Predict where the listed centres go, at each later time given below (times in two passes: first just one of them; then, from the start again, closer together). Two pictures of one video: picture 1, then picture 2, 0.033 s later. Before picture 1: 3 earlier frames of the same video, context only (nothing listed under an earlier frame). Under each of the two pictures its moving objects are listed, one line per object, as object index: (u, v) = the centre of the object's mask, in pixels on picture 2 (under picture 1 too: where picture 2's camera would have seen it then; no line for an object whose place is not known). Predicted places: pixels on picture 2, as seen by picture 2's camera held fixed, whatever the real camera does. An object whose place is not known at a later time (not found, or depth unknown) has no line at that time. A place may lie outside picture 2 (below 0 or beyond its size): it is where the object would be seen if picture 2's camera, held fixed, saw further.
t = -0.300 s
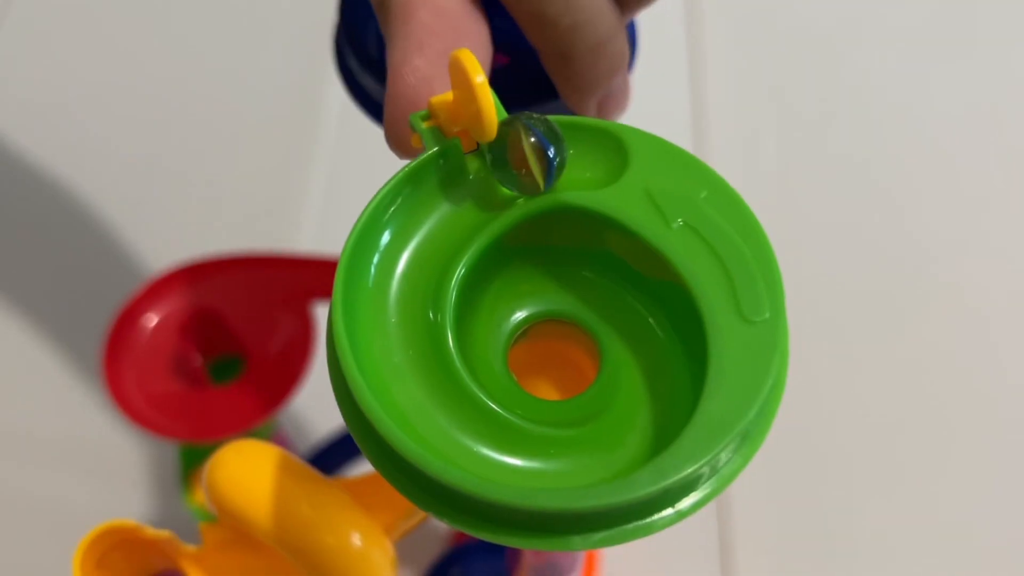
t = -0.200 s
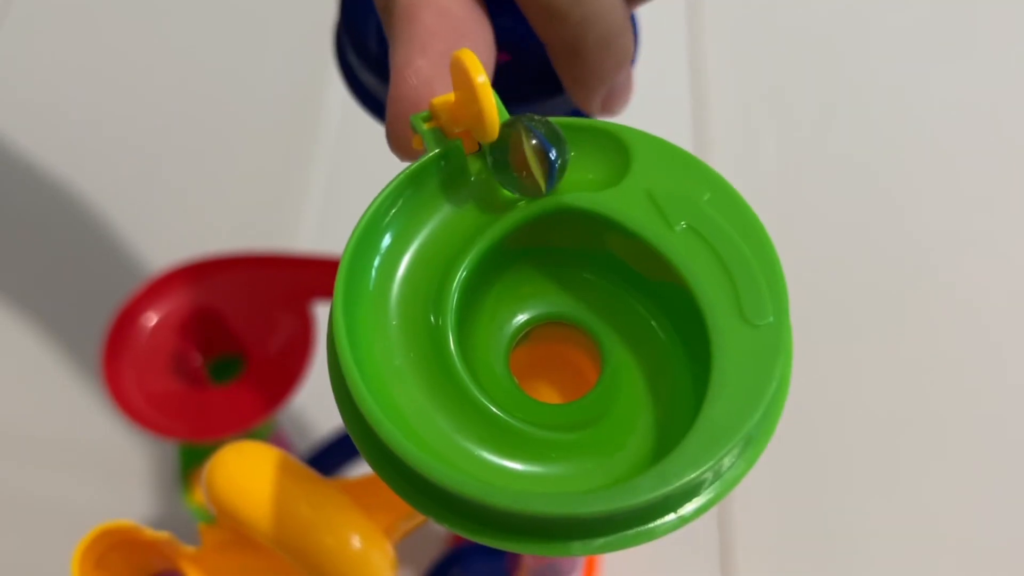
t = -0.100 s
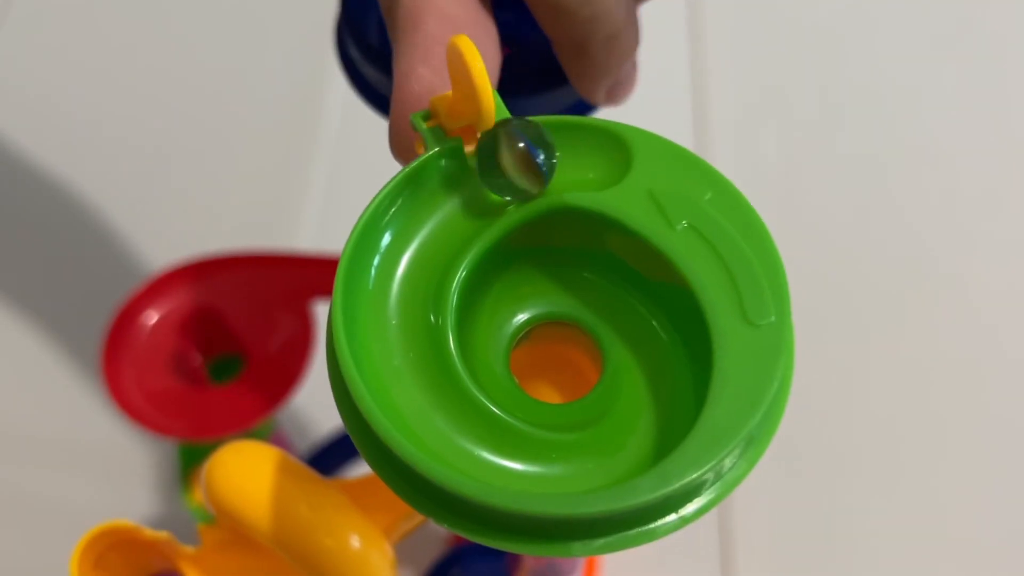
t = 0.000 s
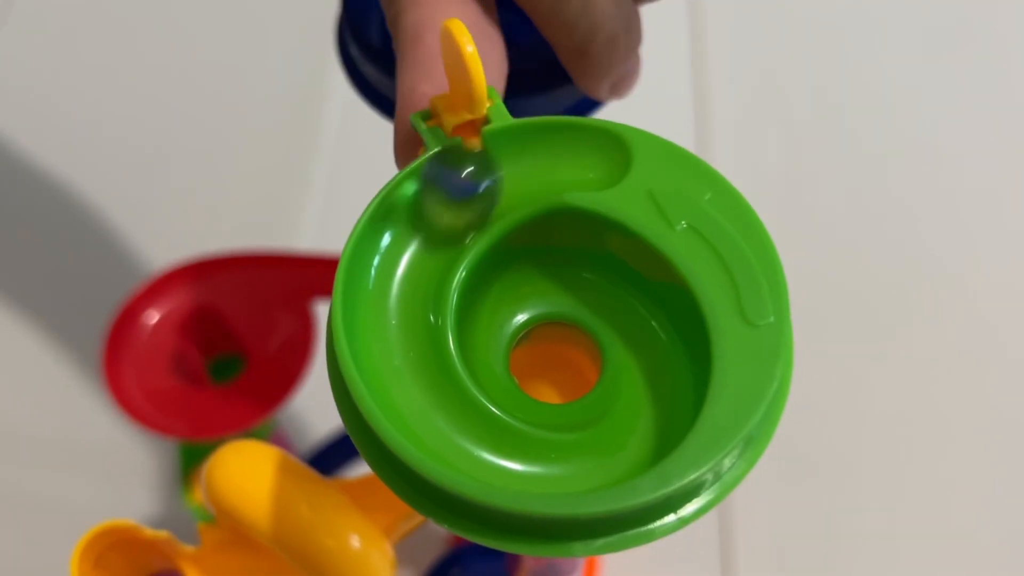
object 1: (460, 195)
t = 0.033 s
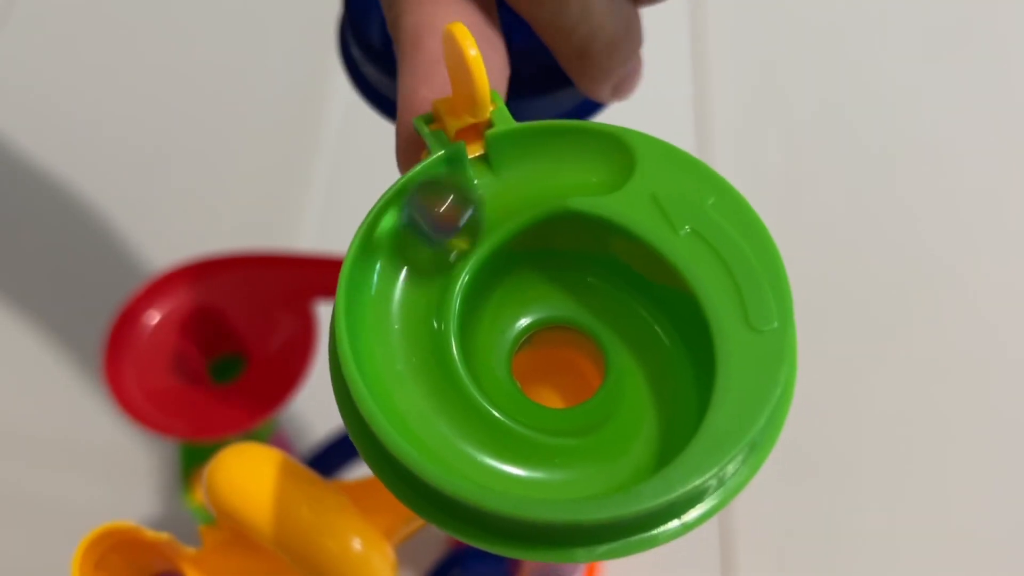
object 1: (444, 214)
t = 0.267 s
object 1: (633, 438)
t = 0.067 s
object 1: (412, 254)
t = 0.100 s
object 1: (397, 301)
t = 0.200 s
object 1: (493, 450)
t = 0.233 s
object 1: (567, 464)
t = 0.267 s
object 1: (633, 438)
